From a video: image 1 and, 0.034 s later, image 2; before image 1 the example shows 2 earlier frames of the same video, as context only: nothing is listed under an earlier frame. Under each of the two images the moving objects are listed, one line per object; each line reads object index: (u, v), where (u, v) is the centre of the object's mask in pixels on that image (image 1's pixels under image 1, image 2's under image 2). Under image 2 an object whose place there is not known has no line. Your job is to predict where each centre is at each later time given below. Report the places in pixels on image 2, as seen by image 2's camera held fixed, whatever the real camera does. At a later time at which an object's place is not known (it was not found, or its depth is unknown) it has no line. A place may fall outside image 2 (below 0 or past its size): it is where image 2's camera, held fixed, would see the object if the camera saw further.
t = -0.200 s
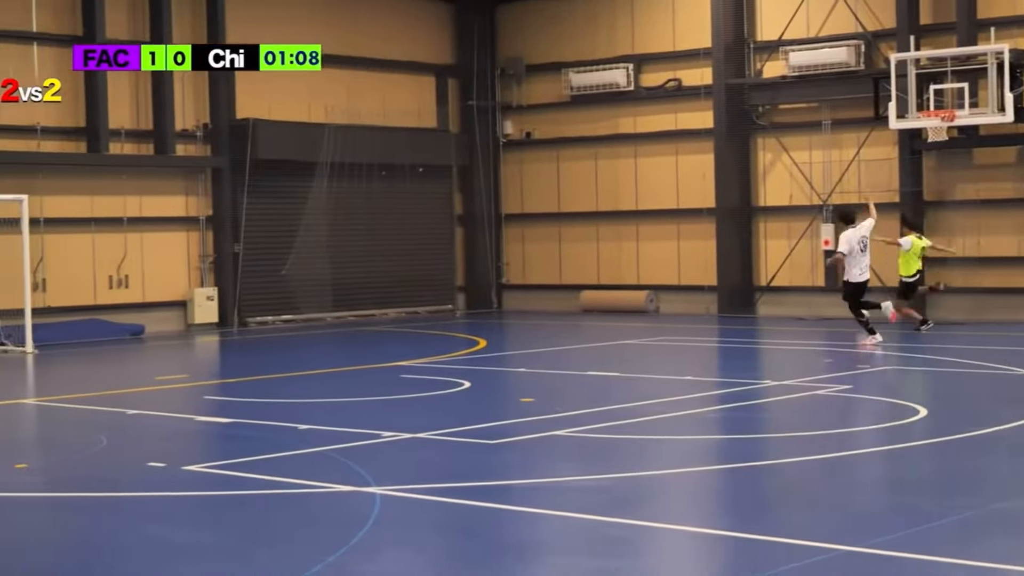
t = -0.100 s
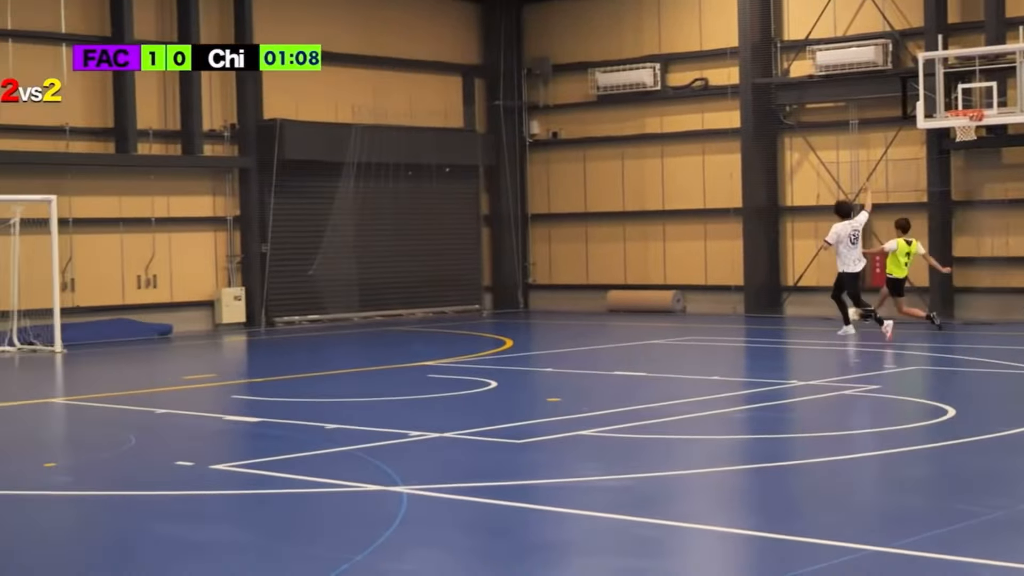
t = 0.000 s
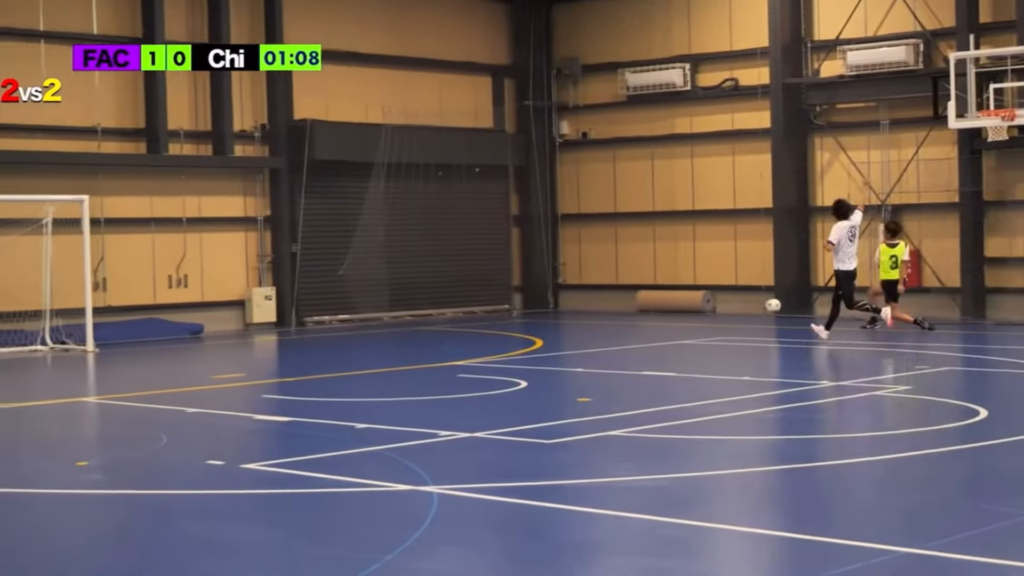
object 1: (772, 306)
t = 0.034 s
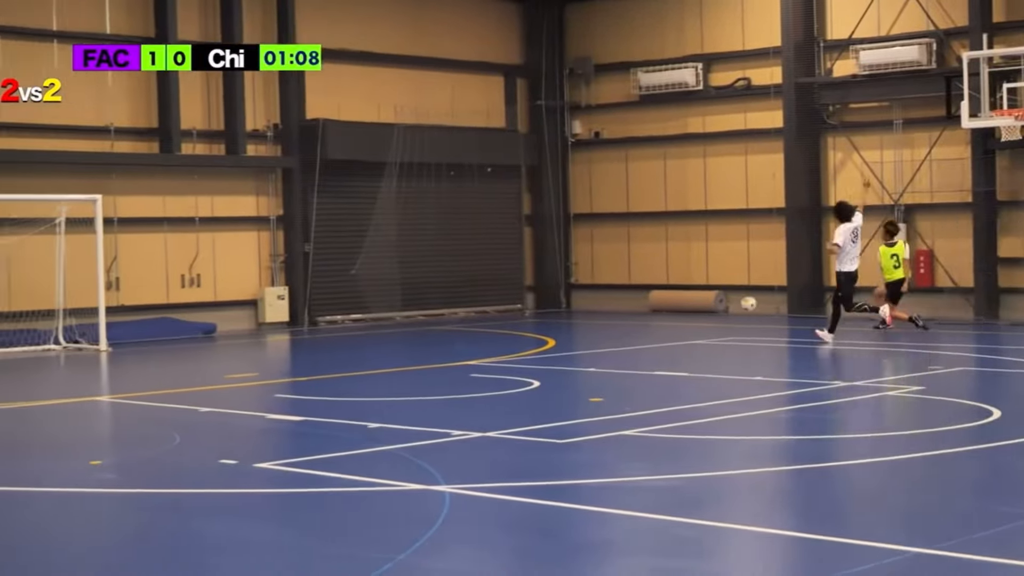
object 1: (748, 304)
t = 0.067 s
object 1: (714, 303)
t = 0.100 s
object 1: (680, 303)
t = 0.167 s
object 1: (611, 305)
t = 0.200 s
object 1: (574, 308)
